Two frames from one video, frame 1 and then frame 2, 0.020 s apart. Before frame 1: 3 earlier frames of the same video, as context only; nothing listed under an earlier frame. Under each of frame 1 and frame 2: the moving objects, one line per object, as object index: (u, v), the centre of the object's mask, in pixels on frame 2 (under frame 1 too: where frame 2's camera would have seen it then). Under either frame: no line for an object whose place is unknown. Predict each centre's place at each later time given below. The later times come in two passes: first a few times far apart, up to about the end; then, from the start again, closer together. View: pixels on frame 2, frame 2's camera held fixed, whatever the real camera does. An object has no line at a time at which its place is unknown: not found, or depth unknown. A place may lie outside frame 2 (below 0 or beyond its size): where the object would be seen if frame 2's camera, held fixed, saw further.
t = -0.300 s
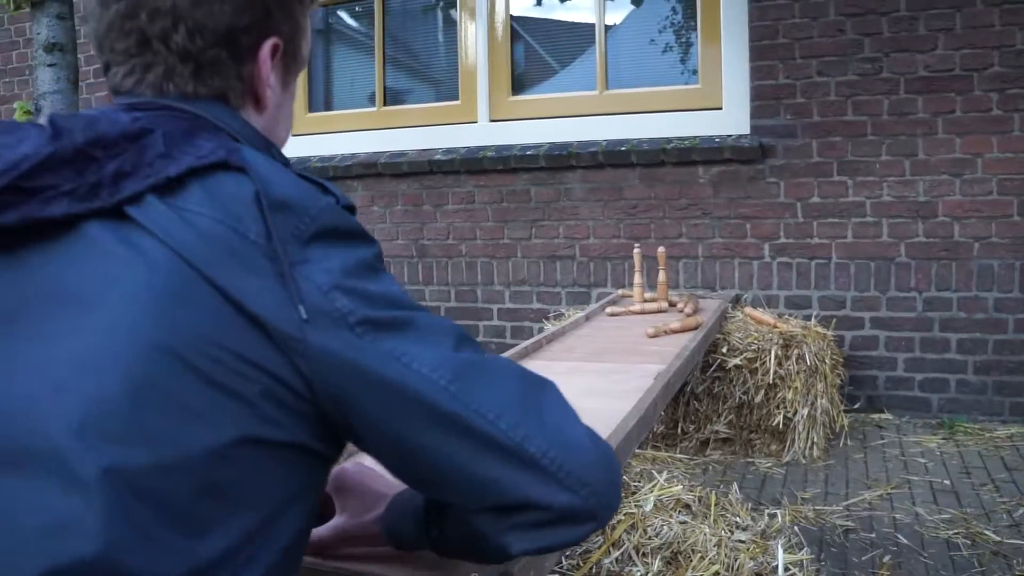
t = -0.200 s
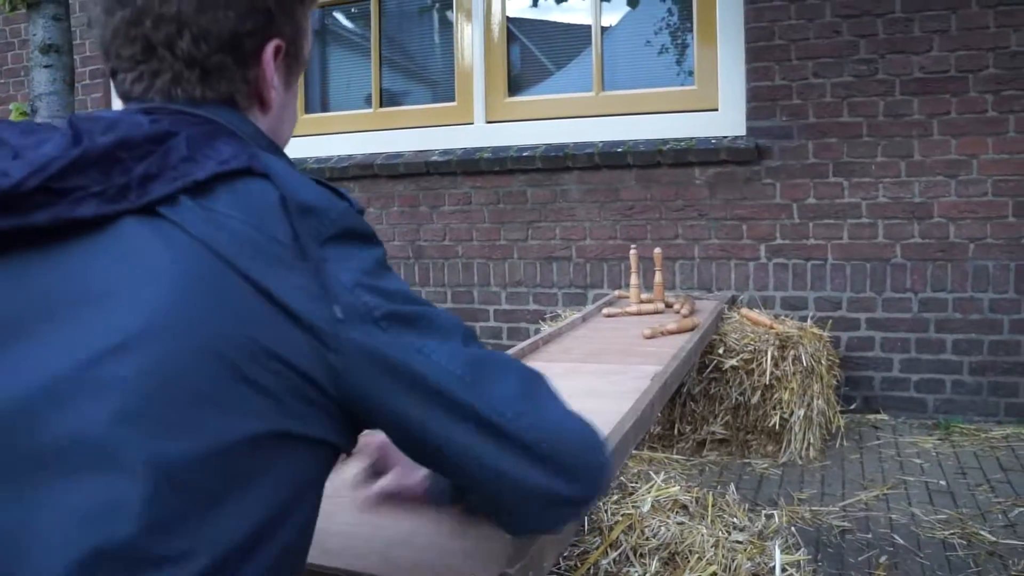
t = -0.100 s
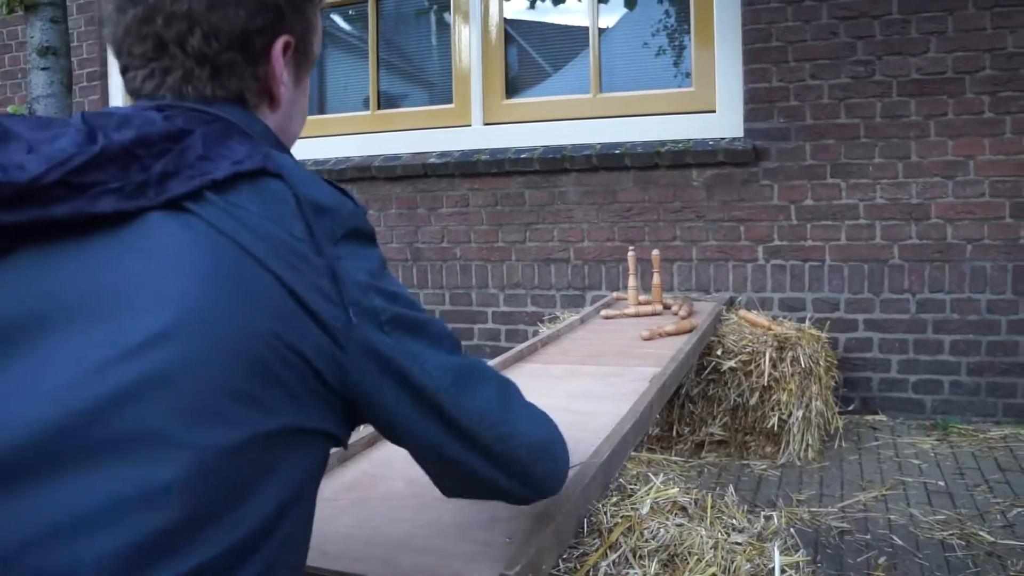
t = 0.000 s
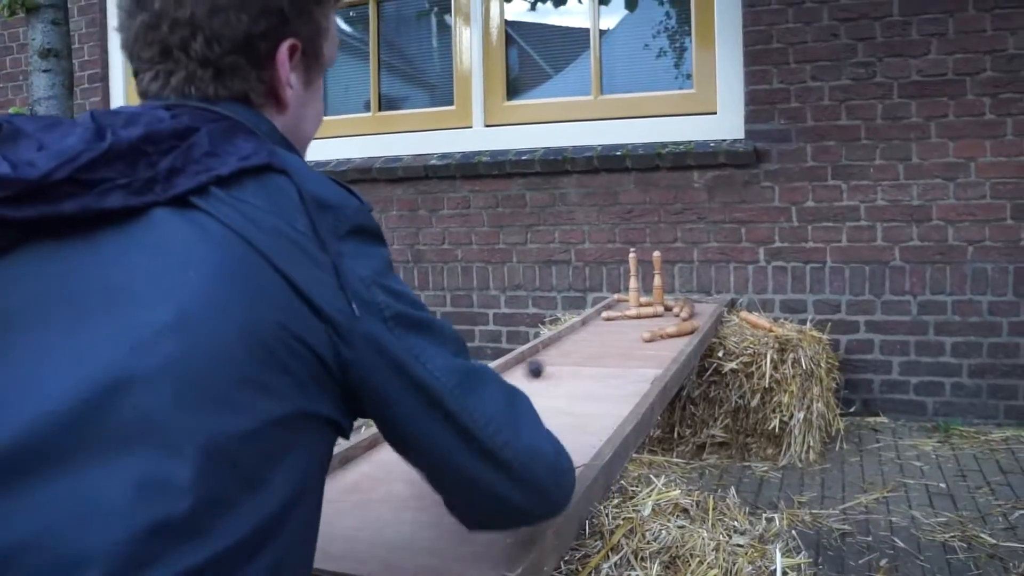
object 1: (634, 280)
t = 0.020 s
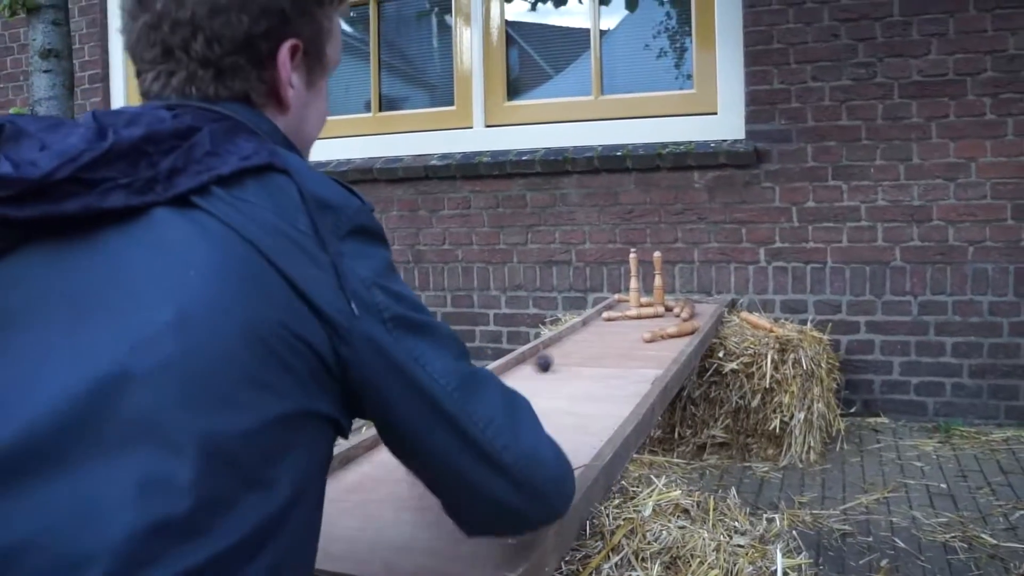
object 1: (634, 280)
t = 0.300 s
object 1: (634, 280)
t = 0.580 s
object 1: (638, 285)
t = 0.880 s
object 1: (618, 303)
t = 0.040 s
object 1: (634, 281)
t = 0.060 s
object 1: (634, 281)
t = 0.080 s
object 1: (634, 280)
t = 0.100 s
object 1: (634, 280)
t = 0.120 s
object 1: (634, 280)
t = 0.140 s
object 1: (634, 280)
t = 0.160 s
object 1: (634, 280)
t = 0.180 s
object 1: (634, 281)
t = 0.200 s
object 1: (634, 280)
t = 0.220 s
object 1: (634, 281)
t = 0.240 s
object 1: (634, 280)
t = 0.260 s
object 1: (634, 280)
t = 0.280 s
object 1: (634, 280)
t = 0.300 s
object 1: (634, 280)
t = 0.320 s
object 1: (635, 280)
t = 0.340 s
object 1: (636, 280)
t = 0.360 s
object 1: (636, 281)
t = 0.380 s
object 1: (637, 280)
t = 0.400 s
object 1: (637, 280)
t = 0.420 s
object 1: (638, 281)
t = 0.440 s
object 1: (639, 282)
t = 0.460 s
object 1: (639, 284)
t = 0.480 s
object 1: (640, 285)
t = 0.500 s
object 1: (640, 285)
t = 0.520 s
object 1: (639, 286)
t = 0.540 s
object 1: (639, 285)
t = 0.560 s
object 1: (638, 285)
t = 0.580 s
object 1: (638, 285)
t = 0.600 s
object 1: (636, 286)
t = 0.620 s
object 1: (635, 286)
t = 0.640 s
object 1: (634, 286)
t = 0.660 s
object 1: (633, 287)
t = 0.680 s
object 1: (631, 287)
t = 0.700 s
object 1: (629, 288)
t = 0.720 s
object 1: (627, 291)
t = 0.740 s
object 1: (625, 292)
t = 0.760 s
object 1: (622, 295)
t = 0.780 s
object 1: (620, 299)
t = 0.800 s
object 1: (620, 302)
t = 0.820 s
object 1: (620, 302)
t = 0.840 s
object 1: (618, 302)
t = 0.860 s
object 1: (617, 302)
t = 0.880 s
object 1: (618, 303)
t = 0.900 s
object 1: (615, 303)
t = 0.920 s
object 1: (615, 303)
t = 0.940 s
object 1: (618, 305)
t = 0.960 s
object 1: (619, 305)
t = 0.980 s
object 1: (620, 305)
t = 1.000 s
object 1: (623, 305)
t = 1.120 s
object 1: (621, 305)
